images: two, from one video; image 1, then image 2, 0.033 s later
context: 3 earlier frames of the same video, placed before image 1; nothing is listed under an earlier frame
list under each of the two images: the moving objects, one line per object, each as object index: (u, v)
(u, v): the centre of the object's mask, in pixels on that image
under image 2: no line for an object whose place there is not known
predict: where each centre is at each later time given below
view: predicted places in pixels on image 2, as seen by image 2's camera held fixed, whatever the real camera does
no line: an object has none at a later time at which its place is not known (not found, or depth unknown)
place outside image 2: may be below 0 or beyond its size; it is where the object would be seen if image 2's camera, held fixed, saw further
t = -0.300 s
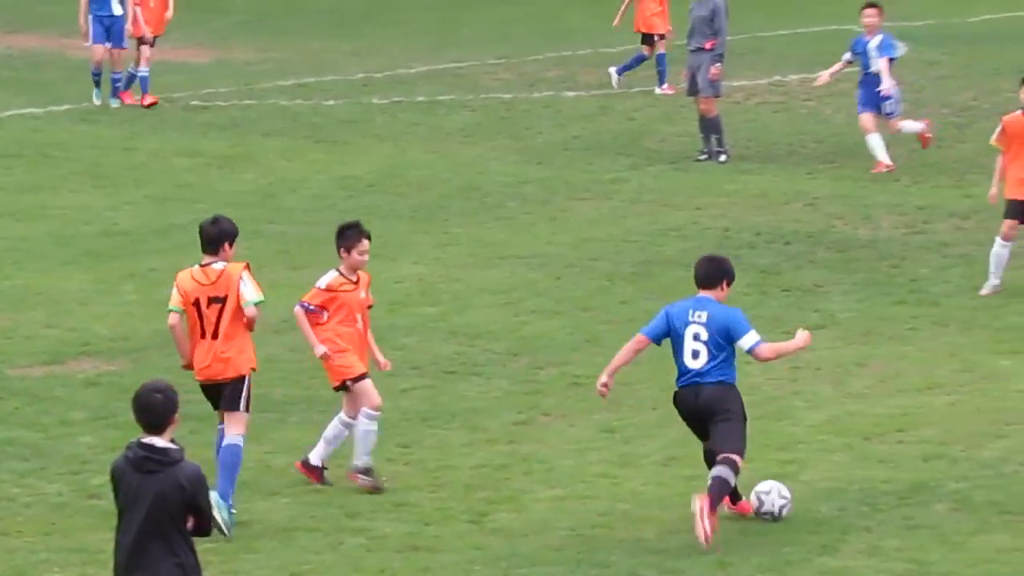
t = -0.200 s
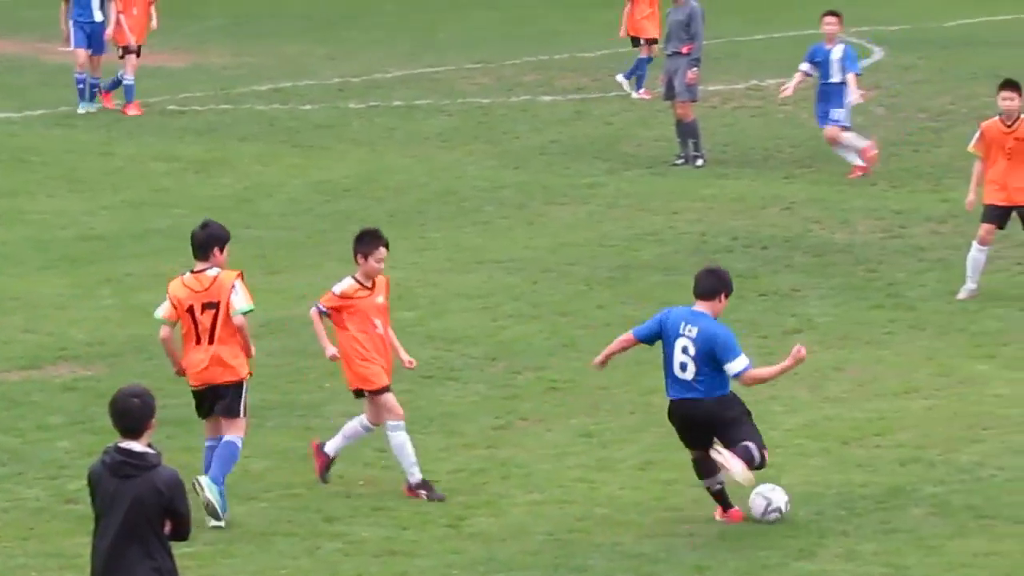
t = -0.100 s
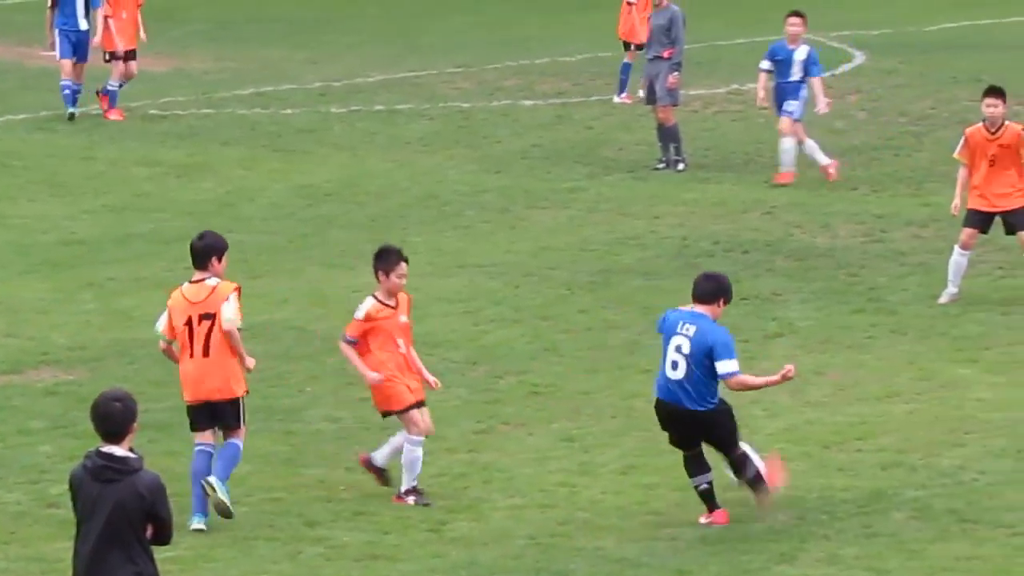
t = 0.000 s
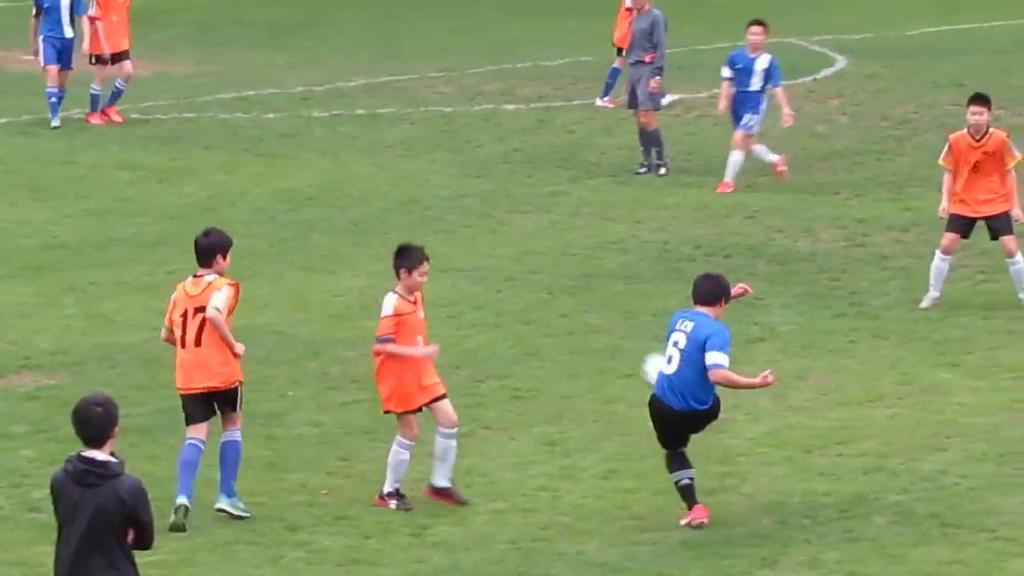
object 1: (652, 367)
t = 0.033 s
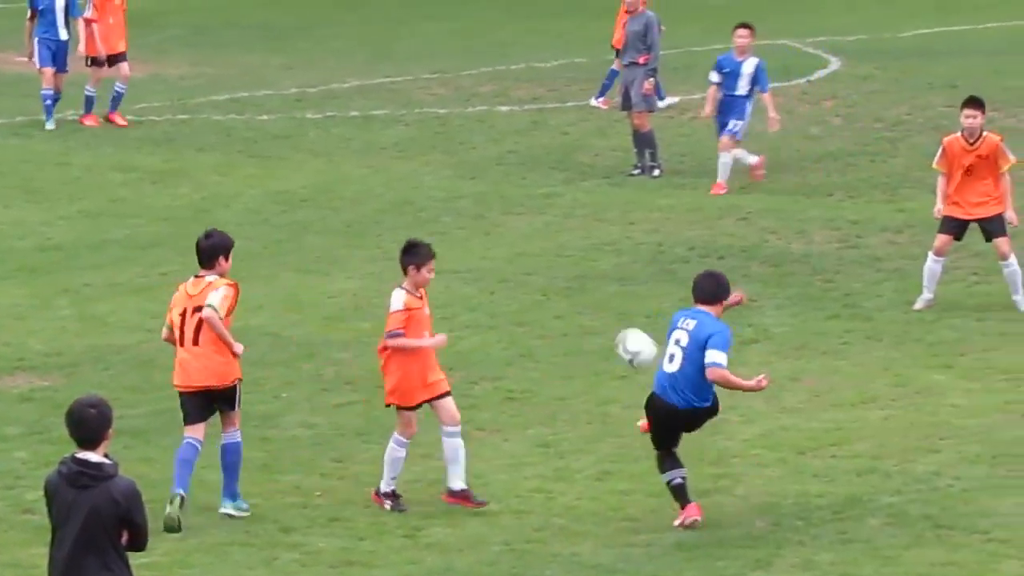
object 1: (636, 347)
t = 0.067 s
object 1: (620, 324)
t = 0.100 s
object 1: (599, 301)
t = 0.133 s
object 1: (578, 280)
